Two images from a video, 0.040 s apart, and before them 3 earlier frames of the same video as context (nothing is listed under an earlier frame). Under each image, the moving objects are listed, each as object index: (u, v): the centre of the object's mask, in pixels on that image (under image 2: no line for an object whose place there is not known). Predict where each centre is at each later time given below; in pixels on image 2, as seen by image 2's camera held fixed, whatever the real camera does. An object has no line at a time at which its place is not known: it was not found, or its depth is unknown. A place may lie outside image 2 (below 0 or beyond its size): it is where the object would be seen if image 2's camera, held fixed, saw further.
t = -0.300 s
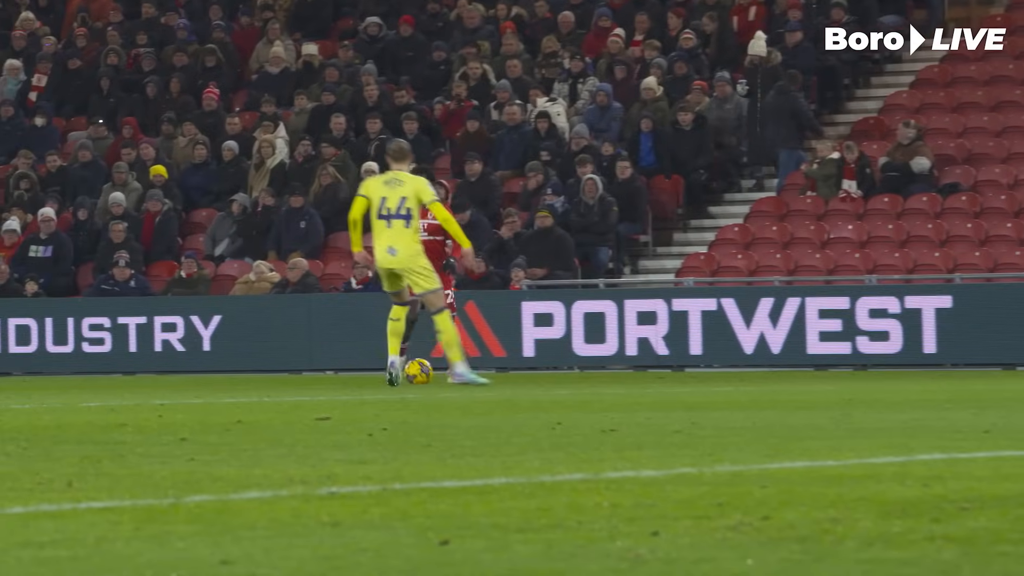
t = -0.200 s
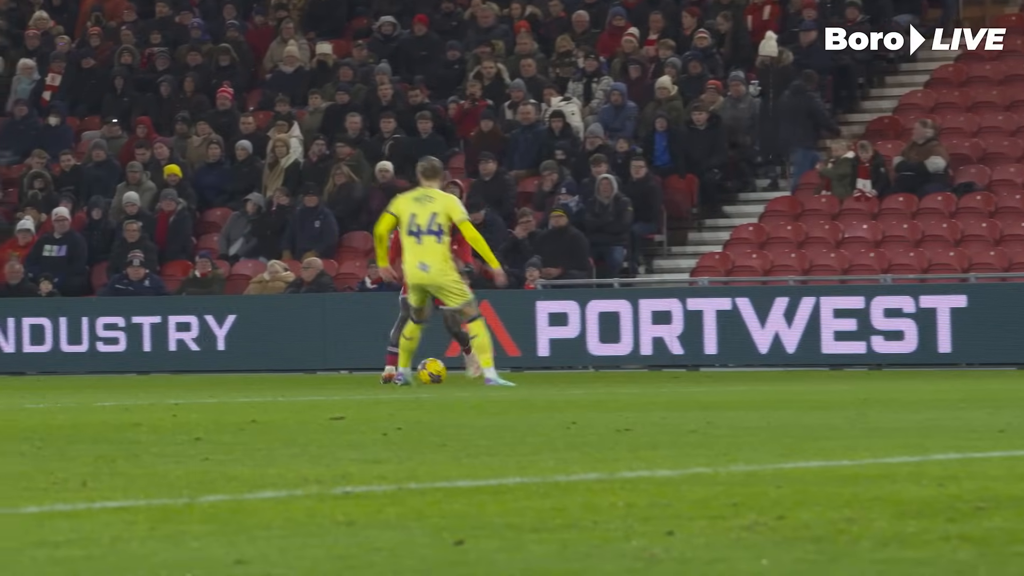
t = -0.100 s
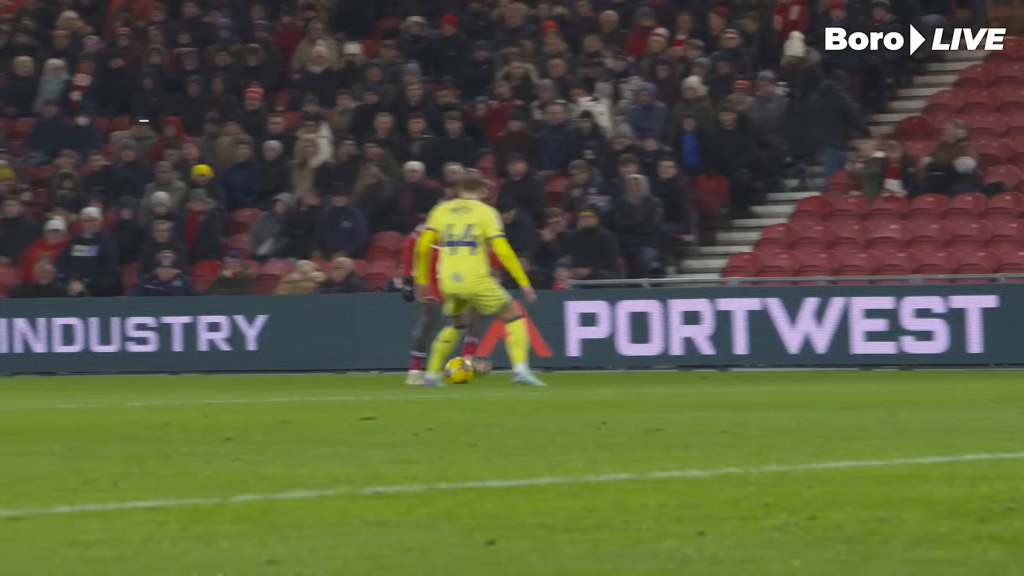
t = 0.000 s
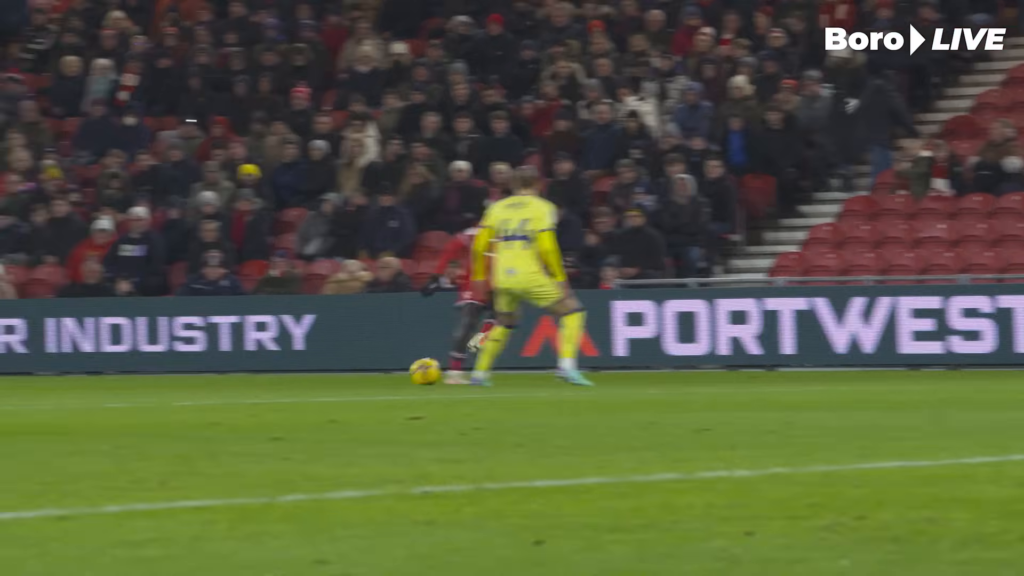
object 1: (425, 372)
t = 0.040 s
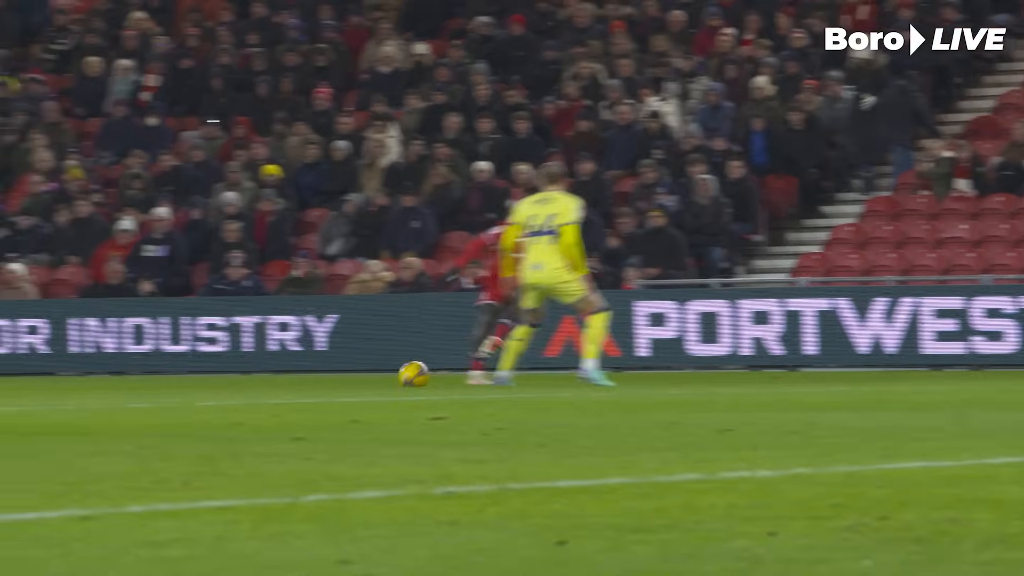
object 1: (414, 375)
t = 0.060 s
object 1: (399, 374)
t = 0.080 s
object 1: (385, 373)
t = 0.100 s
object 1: (370, 373)
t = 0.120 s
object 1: (355, 373)
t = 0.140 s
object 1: (341, 373)
